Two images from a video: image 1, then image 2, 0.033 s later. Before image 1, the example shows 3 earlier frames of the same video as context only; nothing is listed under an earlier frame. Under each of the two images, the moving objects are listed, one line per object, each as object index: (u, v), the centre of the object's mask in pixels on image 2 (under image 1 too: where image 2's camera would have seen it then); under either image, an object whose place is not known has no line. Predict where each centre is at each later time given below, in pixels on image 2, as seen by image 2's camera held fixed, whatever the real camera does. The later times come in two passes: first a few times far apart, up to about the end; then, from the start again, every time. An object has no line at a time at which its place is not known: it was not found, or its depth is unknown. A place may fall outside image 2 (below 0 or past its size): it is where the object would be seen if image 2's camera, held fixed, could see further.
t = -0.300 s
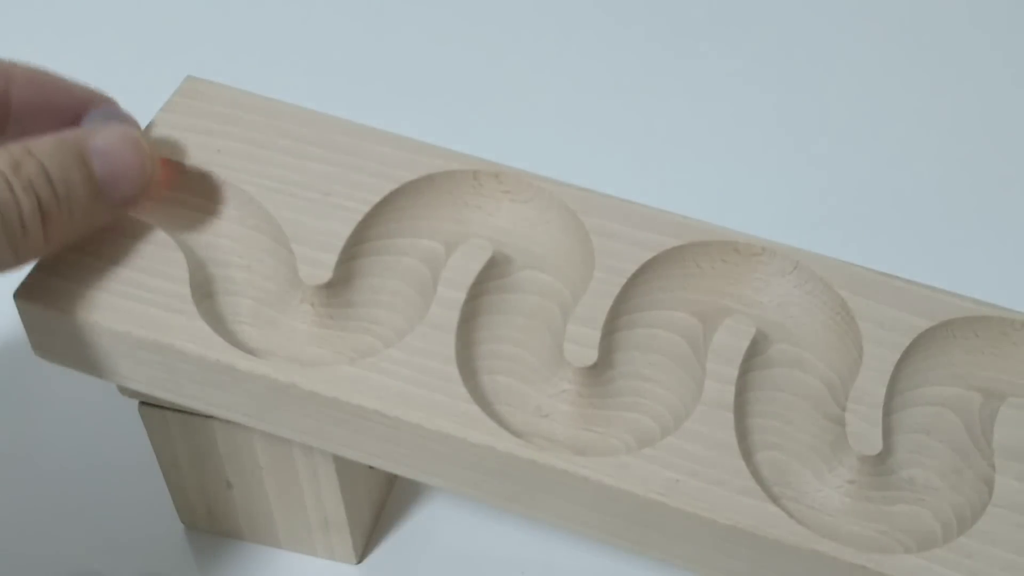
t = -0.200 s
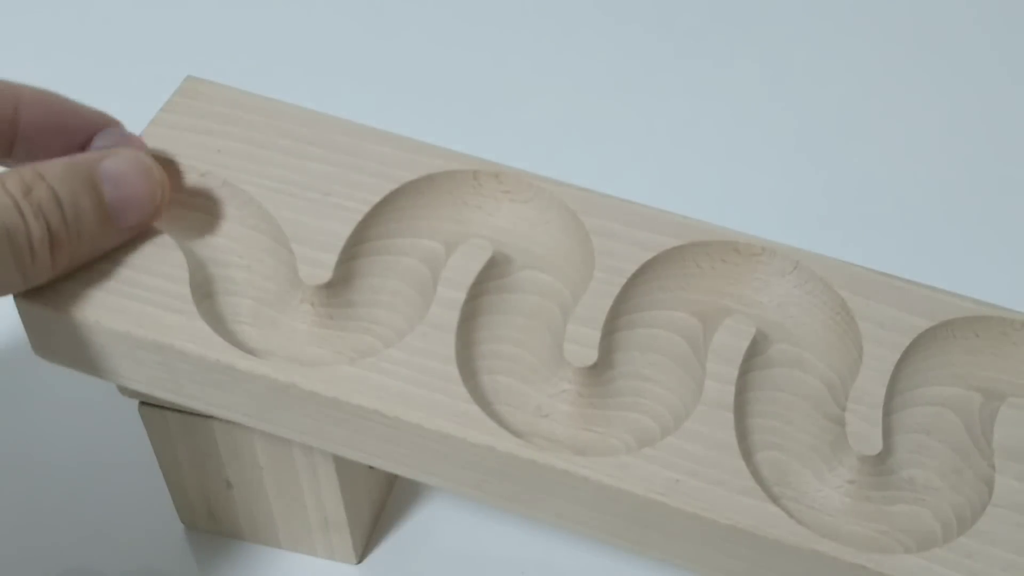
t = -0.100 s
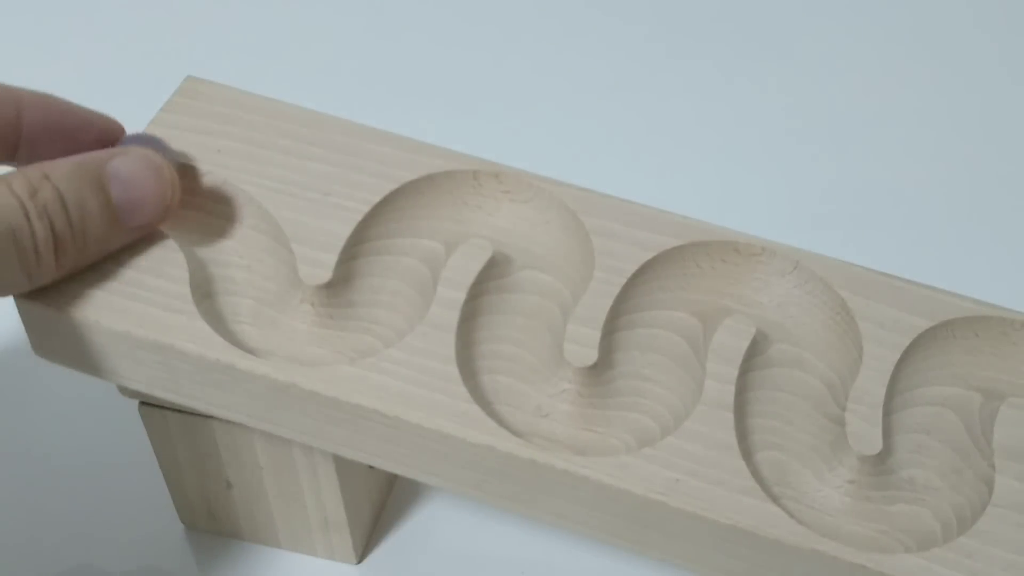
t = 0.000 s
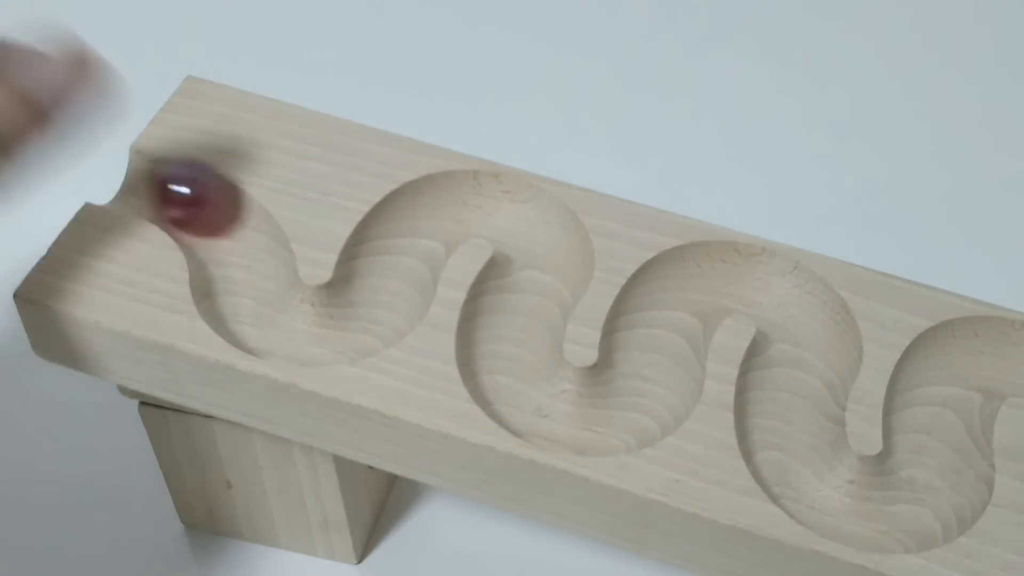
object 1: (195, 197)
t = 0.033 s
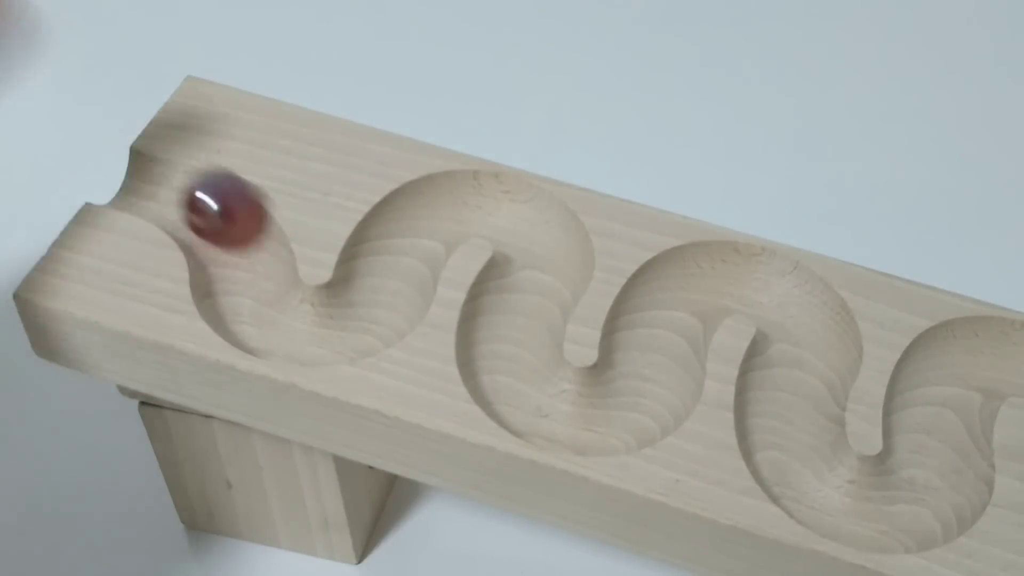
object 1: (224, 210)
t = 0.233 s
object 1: (378, 312)
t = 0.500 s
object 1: (513, 215)
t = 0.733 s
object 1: (520, 384)
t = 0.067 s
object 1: (242, 236)
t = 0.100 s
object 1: (251, 281)
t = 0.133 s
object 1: (259, 317)
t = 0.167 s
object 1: (297, 330)
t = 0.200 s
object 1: (340, 328)
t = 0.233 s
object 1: (378, 312)
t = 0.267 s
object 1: (398, 284)
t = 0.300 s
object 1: (389, 267)
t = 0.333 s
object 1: (390, 246)
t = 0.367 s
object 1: (415, 239)
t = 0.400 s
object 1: (438, 222)
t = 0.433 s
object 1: (465, 206)
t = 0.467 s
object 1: (487, 200)
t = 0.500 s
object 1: (513, 215)
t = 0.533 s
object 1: (542, 231)
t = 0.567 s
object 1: (558, 247)
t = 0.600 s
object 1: (550, 276)
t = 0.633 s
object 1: (530, 300)
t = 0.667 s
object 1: (506, 322)
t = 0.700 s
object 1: (503, 349)
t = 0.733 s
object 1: (520, 384)
